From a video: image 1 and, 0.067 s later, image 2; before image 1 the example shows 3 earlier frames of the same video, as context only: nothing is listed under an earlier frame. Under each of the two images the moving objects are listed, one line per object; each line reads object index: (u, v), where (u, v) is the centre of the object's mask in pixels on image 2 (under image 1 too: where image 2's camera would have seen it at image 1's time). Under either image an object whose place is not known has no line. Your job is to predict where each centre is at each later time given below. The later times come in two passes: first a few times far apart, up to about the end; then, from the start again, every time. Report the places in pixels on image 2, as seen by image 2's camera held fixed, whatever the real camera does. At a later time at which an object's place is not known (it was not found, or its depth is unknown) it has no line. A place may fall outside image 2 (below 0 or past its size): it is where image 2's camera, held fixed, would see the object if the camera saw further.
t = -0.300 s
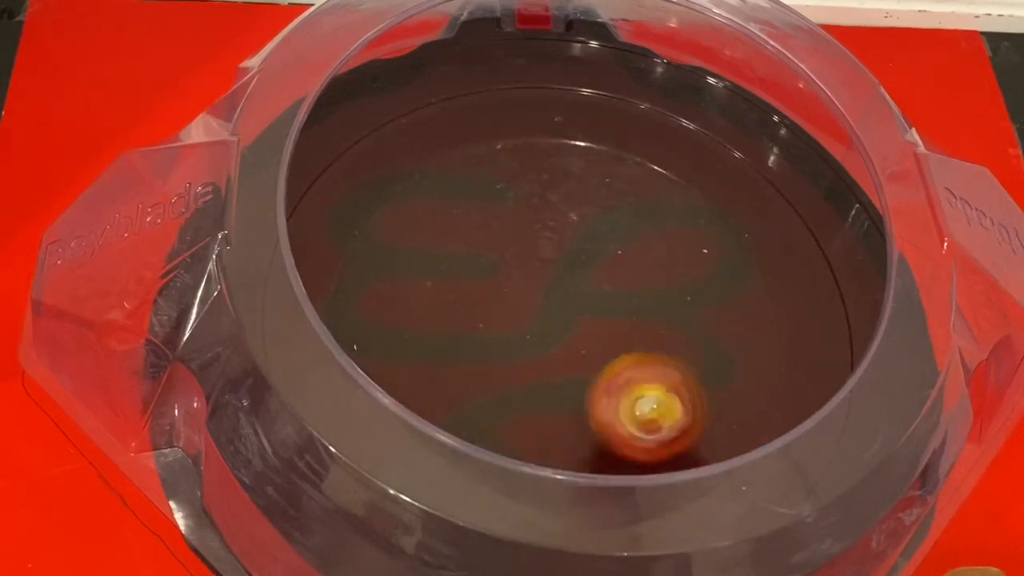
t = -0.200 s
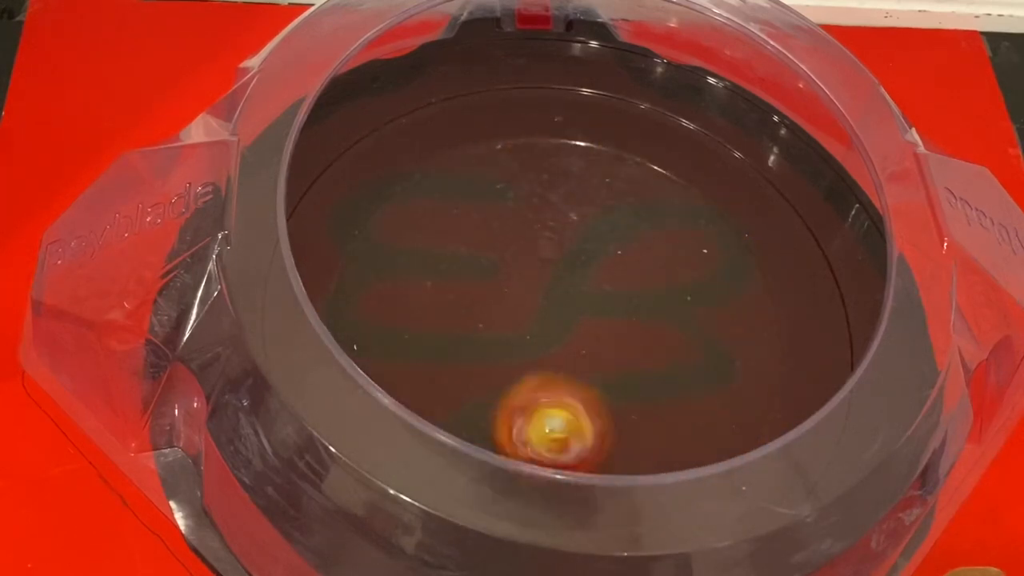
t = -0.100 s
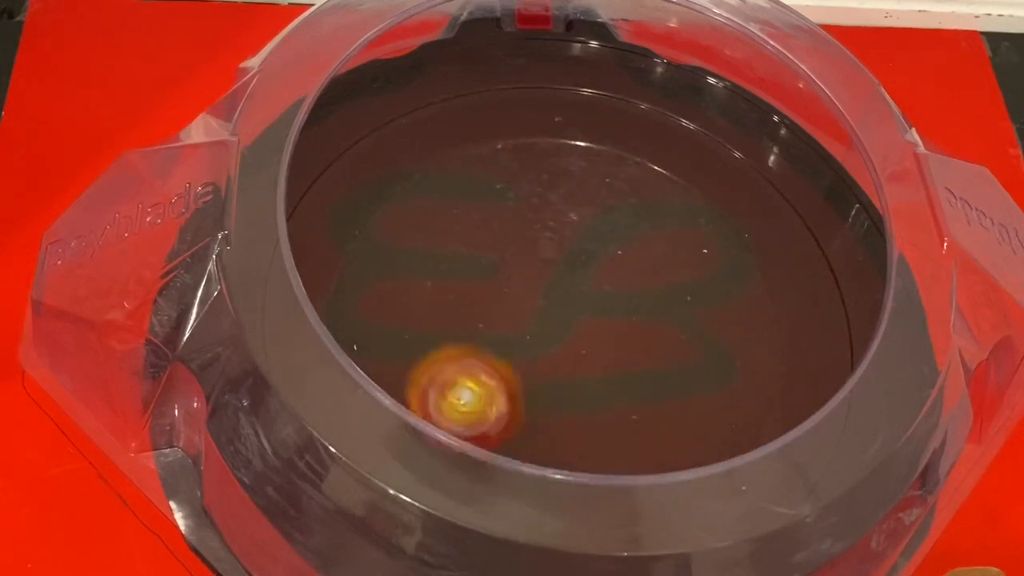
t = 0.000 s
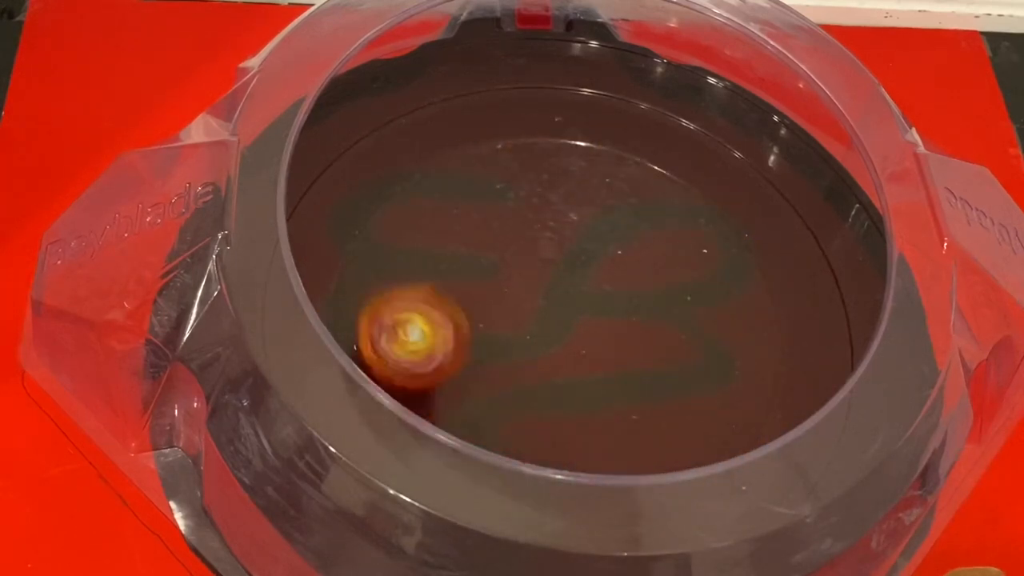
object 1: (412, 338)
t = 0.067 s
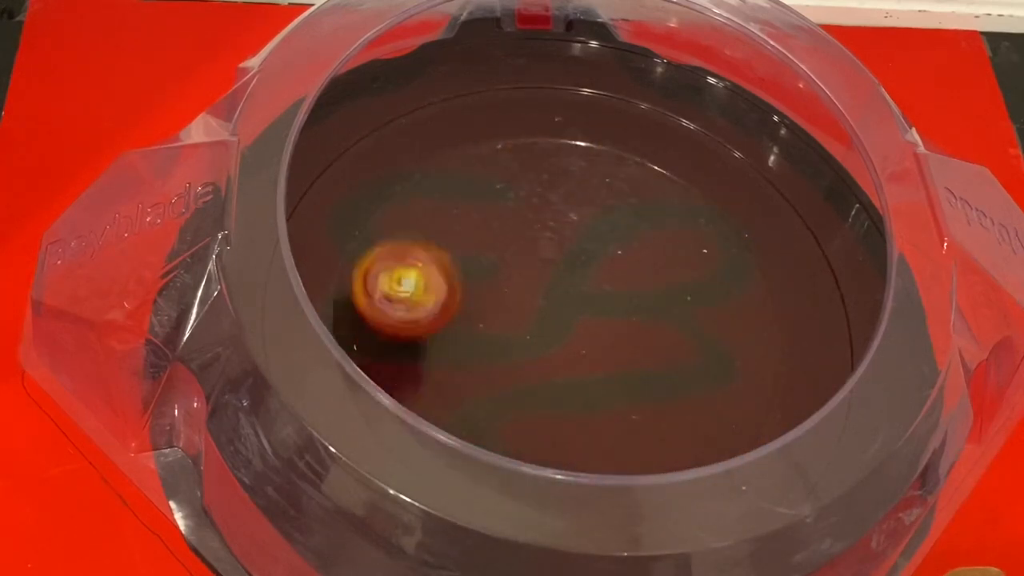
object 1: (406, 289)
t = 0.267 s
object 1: (517, 200)
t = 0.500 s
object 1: (686, 274)
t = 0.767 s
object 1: (635, 421)
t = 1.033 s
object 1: (461, 317)
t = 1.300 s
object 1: (564, 201)
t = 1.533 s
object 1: (664, 310)
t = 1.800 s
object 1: (519, 391)
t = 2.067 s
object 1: (488, 259)
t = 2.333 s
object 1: (651, 289)
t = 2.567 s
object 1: (600, 387)
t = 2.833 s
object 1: (491, 281)
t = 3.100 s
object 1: (610, 253)
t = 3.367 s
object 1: (582, 371)
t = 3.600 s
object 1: (495, 325)
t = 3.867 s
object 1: (569, 268)
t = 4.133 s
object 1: (620, 322)
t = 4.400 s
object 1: (557, 343)
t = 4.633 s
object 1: (526, 305)
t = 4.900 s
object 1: (545, 292)
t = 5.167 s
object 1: (557, 298)
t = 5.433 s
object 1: (560, 300)
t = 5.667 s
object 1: (562, 303)
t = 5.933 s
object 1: (562, 303)
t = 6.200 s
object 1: (562, 304)
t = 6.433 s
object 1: (564, 304)
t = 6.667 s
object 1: (564, 305)
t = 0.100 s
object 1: (412, 265)
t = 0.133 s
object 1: (425, 245)
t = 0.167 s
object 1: (442, 228)
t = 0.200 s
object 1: (465, 215)
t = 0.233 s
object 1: (490, 205)
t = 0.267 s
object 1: (517, 200)
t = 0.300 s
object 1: (546, 200)
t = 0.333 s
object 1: (574, 204)
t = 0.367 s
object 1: (602, 213)
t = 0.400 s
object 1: (628, 226)
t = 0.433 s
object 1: (651, 240)
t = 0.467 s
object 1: (670, 256)
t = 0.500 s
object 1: (686, 274)
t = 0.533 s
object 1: (698, 296)
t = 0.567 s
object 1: (706, 318)
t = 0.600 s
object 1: (706, 339)
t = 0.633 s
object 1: (703, 359)
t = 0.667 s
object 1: (693, 379)
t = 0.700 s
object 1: (677, 397)
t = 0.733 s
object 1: (658, 412)
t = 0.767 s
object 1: (635, 421)
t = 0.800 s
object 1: (607, 424)
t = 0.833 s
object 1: (578, 423)
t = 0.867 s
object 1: (550, 416)
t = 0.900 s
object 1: (523, 404)
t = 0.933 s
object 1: (500, 387)
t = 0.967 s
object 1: (482, 365)
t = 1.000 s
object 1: (468, 341)
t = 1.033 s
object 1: (461, 317)
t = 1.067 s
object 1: (459, 294)
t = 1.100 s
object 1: (464, 271)
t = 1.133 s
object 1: (472, 250)
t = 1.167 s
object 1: (485, 233)
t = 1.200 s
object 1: (502, 219)
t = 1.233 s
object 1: (522, 209)
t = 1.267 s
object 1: (542, 203)
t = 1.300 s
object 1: (564, 201)
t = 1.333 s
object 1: (587, 206)
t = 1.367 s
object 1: (609, 214)
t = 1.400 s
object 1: (629, 228)
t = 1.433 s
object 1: (646, 244)
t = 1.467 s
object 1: (658, 264)
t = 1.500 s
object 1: (664, 286)
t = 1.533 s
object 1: (664, 310)
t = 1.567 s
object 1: (659, 332)
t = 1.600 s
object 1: (649, 353)
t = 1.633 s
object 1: (633, 371)
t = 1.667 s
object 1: (613, 384)
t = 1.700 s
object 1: (590, 392)
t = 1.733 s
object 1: (566, 397)
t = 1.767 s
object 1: (542, 397)
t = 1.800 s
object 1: (519, 391)
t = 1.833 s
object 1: (498, 379)
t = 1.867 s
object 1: (482, 366)
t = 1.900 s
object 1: (469, 349)
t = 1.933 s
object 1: (461, 329)
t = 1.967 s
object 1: (459, 309)
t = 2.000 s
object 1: (464, 290)
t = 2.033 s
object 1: (473, 274)
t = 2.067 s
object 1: (488, 259)
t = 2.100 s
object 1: (508, 250)
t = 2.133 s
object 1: (530, 243)
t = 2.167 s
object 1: (553, 241)
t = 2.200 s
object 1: (577, 244)
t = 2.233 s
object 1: (601, 251)
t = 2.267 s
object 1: (621, 261)
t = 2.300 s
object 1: (637, 273)
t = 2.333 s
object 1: (651, 289)
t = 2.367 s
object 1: (659, 306)
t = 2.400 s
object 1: (662, 323)
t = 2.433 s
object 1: (660, 340)
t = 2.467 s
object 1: (654, 357)
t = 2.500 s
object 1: (640, 370)
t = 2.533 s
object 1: (621, 381)
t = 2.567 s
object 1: (600, 387)
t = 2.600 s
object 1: (577, 386)
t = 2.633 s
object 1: (552, 381)
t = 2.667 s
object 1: (531, 372)
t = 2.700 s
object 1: (512, 356)
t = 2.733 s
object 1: (499, 338)
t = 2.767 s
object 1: (491, 319)
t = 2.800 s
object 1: (488, 299)
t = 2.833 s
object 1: (491, 281)
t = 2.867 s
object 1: (499, 265)
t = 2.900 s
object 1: (510, 251)
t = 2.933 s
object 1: (524, 241)
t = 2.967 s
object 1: (541, 235)
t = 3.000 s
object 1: (560, 233)
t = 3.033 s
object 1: (577, 235)
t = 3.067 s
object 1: (595, 243)
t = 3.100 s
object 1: (610, 253)
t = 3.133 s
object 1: (623, 268)
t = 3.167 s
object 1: (631, 286)
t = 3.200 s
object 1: (634, 303)
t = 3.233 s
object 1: (633, 322)
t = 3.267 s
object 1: (626, 339)
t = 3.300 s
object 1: (614, 353)
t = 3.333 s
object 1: (600, 365)
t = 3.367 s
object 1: (582, 371)
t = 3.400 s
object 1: (564, 372)
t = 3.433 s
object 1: (546, 372)
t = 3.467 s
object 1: (530, 368)
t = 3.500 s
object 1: (517, 359)
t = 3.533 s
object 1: (506, 349)
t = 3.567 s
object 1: (498, 337)
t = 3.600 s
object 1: (495, 325)
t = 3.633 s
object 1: (495, 312)
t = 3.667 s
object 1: (498, 300)
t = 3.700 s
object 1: (506, 290)
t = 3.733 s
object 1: (515, 280)
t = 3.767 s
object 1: (527, 273)
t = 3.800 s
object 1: (541, 270)
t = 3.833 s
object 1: (554, 267)
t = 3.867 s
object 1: (569, 268)
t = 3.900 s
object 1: (582, 270)
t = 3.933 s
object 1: (594, 274)
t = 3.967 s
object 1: (604, 281)
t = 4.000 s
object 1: (612, 288)
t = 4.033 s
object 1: (619, 296)
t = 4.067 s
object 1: (622, 305)
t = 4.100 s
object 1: (622, 313)
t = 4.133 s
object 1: (620, 322)
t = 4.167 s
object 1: (616, 328)
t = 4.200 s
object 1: (611, 335)
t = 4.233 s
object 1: (603, 340)
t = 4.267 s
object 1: (594, 345)
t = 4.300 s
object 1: (585, 347)
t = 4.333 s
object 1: (575, 347)
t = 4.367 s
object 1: (566, 347)
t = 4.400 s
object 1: (557, 343)
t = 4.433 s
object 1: (549, 340)
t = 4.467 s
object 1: (542, 335)
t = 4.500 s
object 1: (535, 330)
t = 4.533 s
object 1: (530, 324)
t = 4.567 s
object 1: (527, 316)
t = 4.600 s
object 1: (526, 311)
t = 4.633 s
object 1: (526, 305)
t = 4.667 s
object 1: (527, 301)
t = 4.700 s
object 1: (530, 298)
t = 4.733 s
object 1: (532, 295)
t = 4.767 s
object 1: (535, 294)
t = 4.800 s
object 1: (537, 293)
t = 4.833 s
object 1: (541, 293)
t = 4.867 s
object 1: (543, 292)
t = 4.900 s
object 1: (545, 292)
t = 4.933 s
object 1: (547, 292)
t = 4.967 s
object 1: (548, 293)
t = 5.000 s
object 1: (550, 294)
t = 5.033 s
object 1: (552, 295)
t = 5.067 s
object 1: (553, 296)
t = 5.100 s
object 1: (554, 297)
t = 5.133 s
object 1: (555, 298)
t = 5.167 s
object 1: (557, 298)
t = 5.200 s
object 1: (557, 299)
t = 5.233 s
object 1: (559, 299)
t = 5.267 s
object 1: (560, 300)
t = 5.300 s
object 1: (561, 300)
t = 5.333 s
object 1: (561, 300)
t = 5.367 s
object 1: (561, 299)
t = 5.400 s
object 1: (560, 299)
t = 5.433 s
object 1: (560, 300)
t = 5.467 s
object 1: (560, 300)
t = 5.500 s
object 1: (560, 301)
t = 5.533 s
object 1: (560, 301)
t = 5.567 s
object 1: (560, 302)
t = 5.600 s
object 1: (561, 302)
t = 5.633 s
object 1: (561, 303)
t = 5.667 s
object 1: (562, 303)
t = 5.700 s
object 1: (562, 303)
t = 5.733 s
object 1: (562, 303)
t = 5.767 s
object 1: (562, 303)
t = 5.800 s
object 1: (562, 303)
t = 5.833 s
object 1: (563, 303)
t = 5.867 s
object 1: (562, 303)
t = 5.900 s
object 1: (563, 303)
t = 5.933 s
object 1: (562, 303)
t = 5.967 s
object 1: (562, 302)
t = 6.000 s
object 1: (562, 303)
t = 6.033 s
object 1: (562, 303)
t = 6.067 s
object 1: (562, 303)
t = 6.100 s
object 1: (562, 303)
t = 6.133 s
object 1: (562, 303)
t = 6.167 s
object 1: (562, 304)
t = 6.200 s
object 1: (562, 304)
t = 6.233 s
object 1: (563, 304)
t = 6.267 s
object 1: (563, 304)
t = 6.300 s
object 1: (564, 304)
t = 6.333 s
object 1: (564, 304)
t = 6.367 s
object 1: (564, 304)
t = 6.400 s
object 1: (565, 304)
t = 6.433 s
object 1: (564, 304)
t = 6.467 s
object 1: (565, 304)
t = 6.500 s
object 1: (564, 304)
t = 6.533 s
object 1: (565, 304)
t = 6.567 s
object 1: (564, 304)
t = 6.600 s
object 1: (564, 304)
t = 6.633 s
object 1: (564, 305)
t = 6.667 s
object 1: (564, 305)
